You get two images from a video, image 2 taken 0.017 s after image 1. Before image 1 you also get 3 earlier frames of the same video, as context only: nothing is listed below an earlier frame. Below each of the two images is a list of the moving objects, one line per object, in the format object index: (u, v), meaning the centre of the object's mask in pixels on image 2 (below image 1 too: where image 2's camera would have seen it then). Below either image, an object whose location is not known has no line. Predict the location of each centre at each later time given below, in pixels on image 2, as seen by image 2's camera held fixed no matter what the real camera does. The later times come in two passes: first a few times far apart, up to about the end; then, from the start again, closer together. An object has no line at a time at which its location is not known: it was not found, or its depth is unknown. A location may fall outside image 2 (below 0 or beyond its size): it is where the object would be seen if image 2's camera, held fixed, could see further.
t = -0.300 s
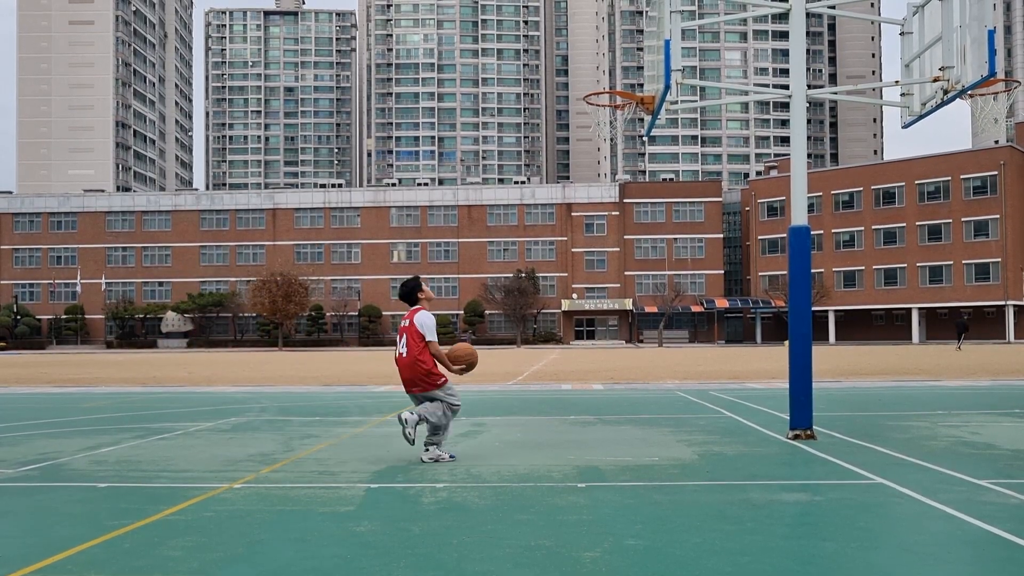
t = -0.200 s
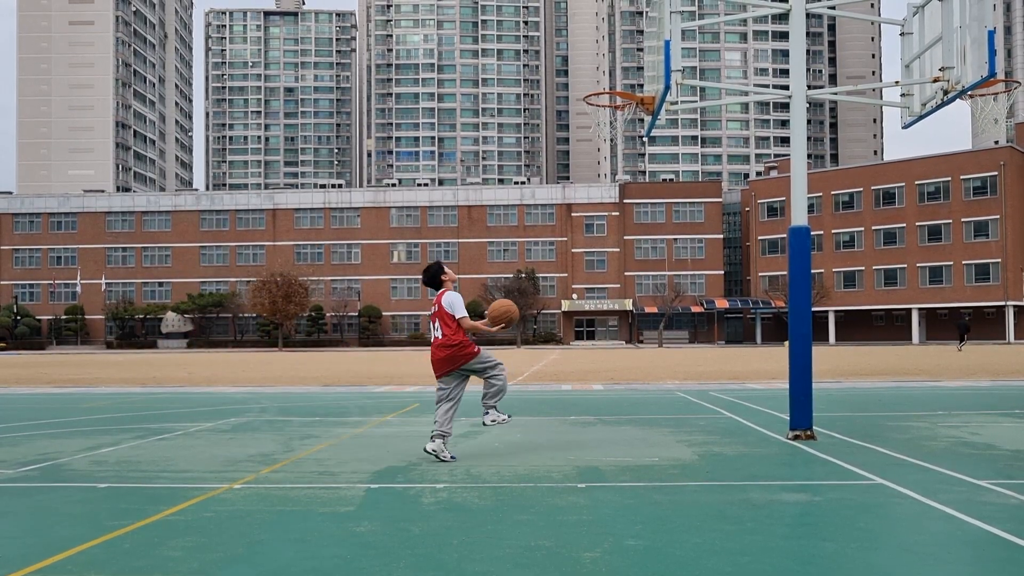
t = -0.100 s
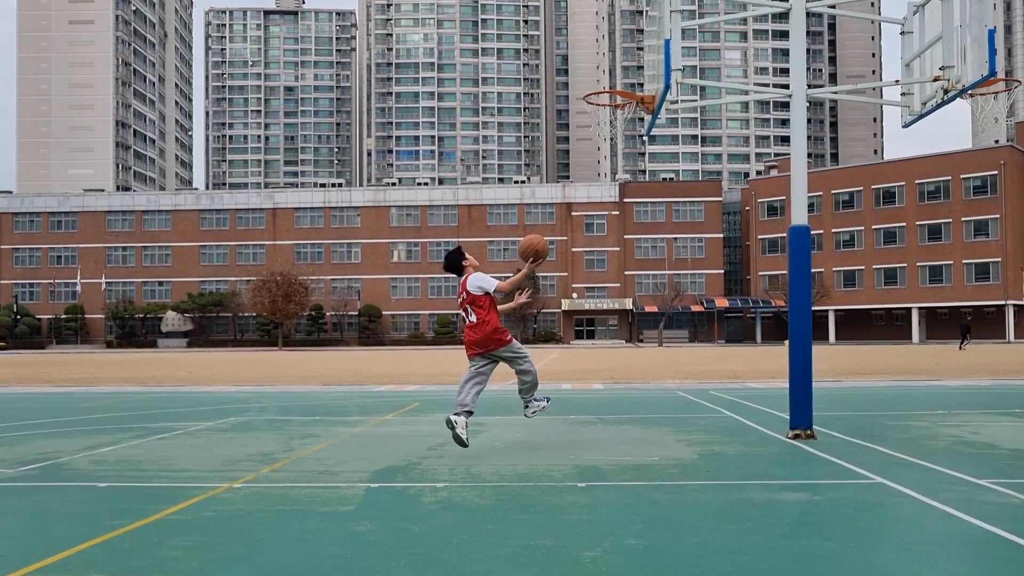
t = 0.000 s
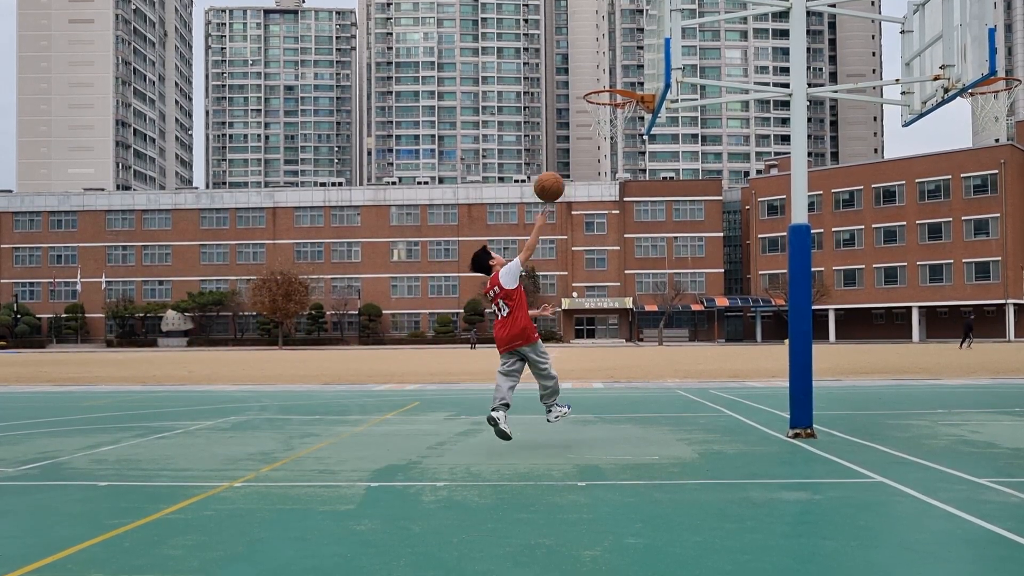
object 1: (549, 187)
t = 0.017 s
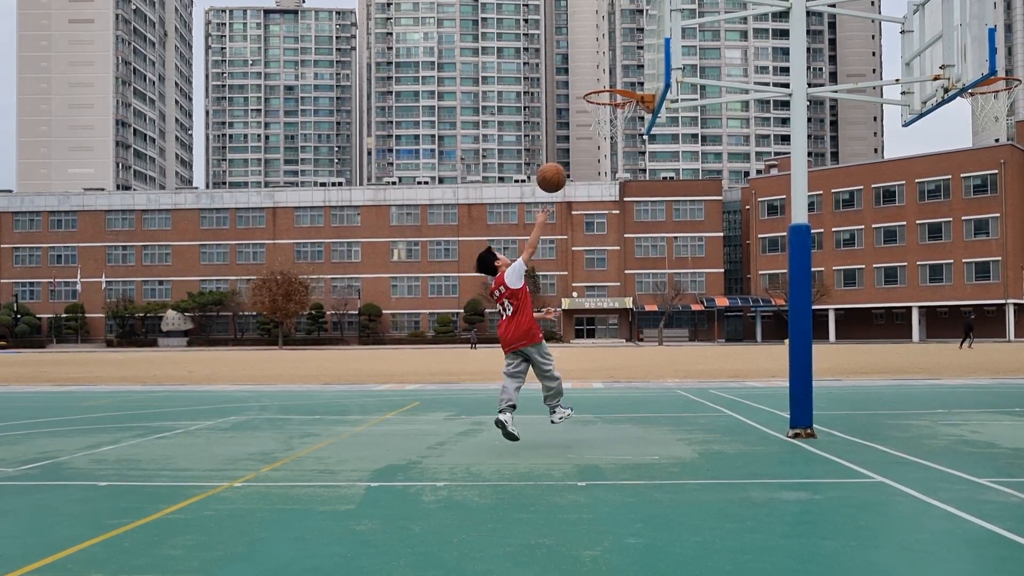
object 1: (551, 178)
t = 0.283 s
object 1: (583, 87)
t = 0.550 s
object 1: (613, 79)
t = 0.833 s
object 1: (596, 123)
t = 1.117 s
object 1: (590, 150)
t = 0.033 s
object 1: (553, 169)
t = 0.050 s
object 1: (556, 161)
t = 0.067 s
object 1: (557, 153)
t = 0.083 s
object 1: (560, 146)
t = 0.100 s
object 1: (562, 139)
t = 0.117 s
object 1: (564, 133)
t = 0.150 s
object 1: (568, 120)
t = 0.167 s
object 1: (570, 115)
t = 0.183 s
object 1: (572, 110)
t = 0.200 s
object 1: (574, 105)
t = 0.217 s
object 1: (576, 101)
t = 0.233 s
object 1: (577, 97)
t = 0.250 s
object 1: (580, 93)
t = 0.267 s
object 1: (582, 90)
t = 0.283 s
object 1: (583, 87)
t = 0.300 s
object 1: (585, 84)
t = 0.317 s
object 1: (587, 82)
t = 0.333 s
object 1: (589, 80)
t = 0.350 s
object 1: (591, 78)
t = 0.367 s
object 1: (593, 76)
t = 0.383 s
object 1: (595, 75)
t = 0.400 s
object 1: (596, 75)
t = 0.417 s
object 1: (598, 74)
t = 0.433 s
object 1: (600, 74)
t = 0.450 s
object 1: (602, 74)
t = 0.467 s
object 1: (604, 75)
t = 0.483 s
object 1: (606, 75)
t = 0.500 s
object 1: (607, 76)
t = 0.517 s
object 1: (609, 77)
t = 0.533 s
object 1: (611, 78)
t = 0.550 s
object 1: (613, 79)
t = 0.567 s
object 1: (615, 81)
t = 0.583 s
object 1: (616, 82)
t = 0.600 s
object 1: (617, 87)
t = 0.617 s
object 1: (619, 94)
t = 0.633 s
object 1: (622, 96)
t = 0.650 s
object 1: (621, 98)
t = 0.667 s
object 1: (618, 103)
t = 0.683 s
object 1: (616, 104)
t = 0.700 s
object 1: (613, 105)
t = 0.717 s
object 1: (611, 107)
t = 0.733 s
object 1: (609, 110)
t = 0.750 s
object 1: (606, 113)
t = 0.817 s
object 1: (597, 122)
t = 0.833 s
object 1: (596, 123)
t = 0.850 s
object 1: (595, 122)
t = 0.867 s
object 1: (594, 122)
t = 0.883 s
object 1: (594, 122)
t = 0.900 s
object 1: (593, 121)
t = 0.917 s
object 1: (593, 122)
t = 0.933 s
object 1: (593, 123)
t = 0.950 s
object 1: (593, 124)
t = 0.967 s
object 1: (592, 125)
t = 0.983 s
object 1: (592, 125)
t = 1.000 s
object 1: (592, 128)
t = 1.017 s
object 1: (591, 131)
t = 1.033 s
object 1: (591, 133)
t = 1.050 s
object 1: (591, 136)
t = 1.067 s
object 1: (591, 138)
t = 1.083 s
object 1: (591, 142)
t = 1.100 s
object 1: (590, 145)
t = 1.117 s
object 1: (590, 150)
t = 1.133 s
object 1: (590, 154)
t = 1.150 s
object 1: (589, 158)
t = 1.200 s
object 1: (588, 174)
